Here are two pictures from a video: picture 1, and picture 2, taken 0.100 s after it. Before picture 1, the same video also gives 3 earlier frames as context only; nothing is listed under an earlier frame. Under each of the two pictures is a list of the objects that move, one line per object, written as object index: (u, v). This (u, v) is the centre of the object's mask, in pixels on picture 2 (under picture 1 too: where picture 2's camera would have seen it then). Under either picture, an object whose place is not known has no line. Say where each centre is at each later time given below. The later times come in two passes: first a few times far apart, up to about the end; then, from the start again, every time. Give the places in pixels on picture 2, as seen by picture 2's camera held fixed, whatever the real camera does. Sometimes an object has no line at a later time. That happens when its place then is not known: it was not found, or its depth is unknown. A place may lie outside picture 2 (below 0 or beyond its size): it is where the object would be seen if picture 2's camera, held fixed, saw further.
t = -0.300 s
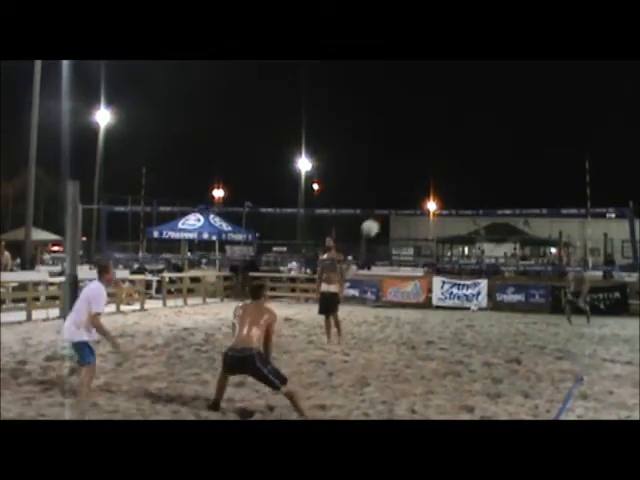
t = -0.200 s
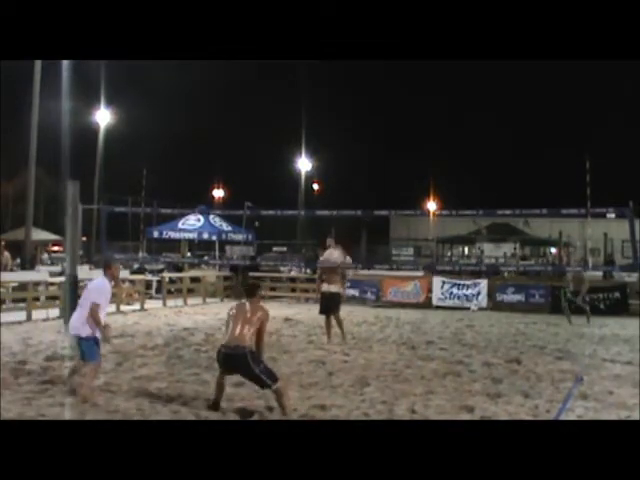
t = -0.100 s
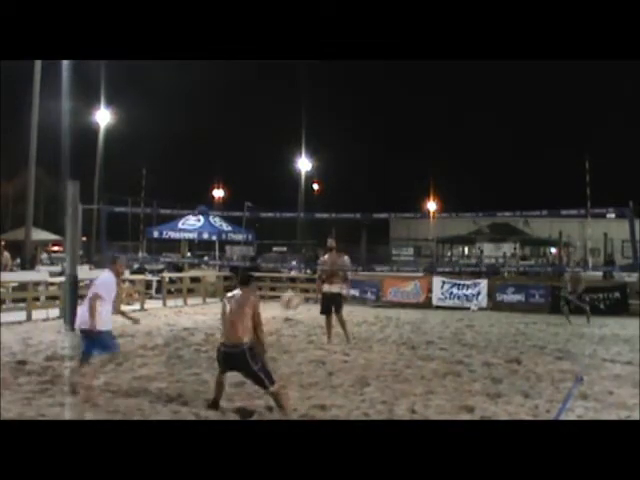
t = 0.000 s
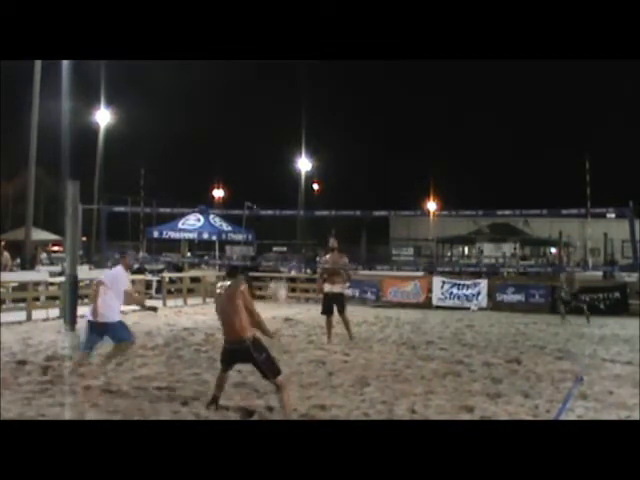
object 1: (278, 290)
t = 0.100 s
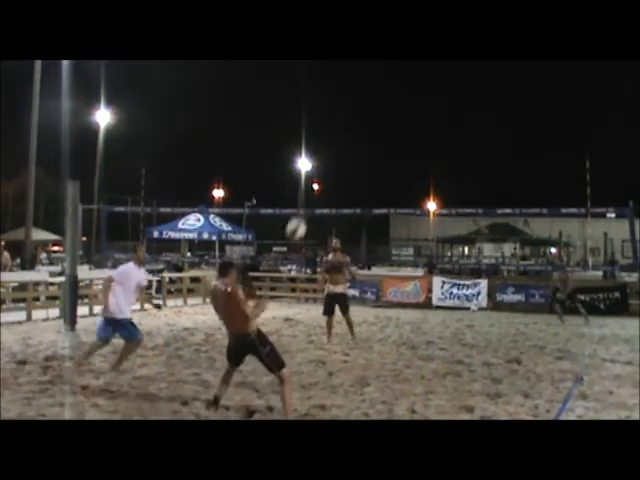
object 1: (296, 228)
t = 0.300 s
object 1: (330, 140)
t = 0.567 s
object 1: (365, 90)
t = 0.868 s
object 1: (396, 102)
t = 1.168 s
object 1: (423, 171)
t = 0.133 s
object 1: (302, 210)
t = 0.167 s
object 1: (307, 194)
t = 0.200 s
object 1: (314, 177)
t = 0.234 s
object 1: (320, 164)
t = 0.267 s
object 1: (324, 151)
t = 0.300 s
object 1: (330, 140)
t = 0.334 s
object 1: (335, 130)
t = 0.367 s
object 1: (339, 122)
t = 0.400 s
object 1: (344, 114)
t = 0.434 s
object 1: (348, 107)
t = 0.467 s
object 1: (353, 102)
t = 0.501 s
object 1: (357, 97)
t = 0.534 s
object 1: (361, 93)
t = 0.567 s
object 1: (365, 90)
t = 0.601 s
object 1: (369, 89)
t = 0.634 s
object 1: (372, 87)
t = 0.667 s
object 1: (376, 87)
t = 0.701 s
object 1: (380, 88)
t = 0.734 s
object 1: (383, 89)
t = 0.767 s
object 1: (387, 91)
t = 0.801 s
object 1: (390, 94)
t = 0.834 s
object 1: (393, 97)
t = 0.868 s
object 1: (396, 102)
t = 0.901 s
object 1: (399, 107)
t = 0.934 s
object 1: (403, 113)
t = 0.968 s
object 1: (406, 119)
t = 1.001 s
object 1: (409, 127)
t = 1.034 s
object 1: (411, 134)
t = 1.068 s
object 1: (414, 142)
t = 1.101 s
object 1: (417, 151)
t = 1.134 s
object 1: (420, 160)
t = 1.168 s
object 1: (423, 171)
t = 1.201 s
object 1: (425, 182)
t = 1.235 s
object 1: (427, 191)
